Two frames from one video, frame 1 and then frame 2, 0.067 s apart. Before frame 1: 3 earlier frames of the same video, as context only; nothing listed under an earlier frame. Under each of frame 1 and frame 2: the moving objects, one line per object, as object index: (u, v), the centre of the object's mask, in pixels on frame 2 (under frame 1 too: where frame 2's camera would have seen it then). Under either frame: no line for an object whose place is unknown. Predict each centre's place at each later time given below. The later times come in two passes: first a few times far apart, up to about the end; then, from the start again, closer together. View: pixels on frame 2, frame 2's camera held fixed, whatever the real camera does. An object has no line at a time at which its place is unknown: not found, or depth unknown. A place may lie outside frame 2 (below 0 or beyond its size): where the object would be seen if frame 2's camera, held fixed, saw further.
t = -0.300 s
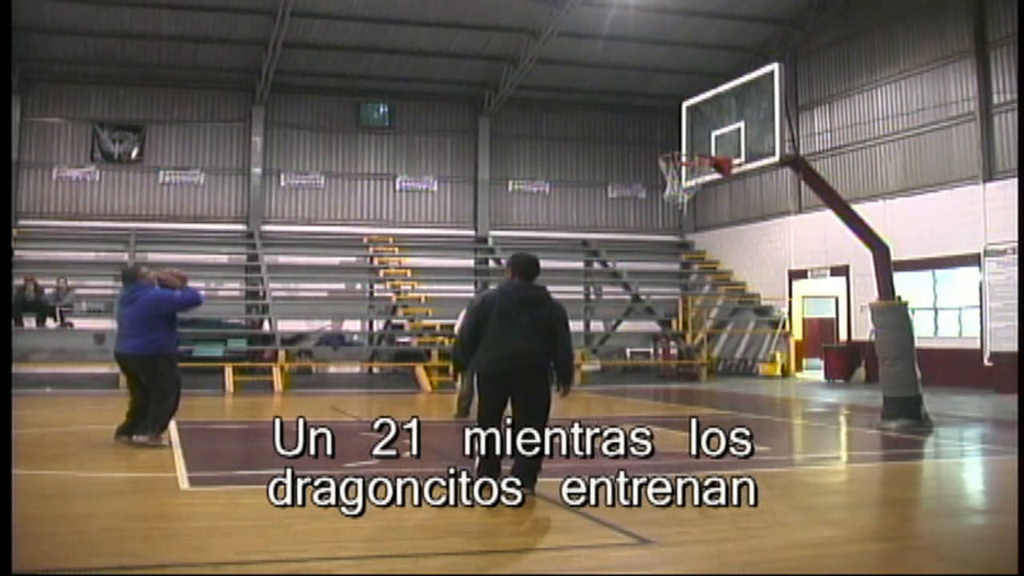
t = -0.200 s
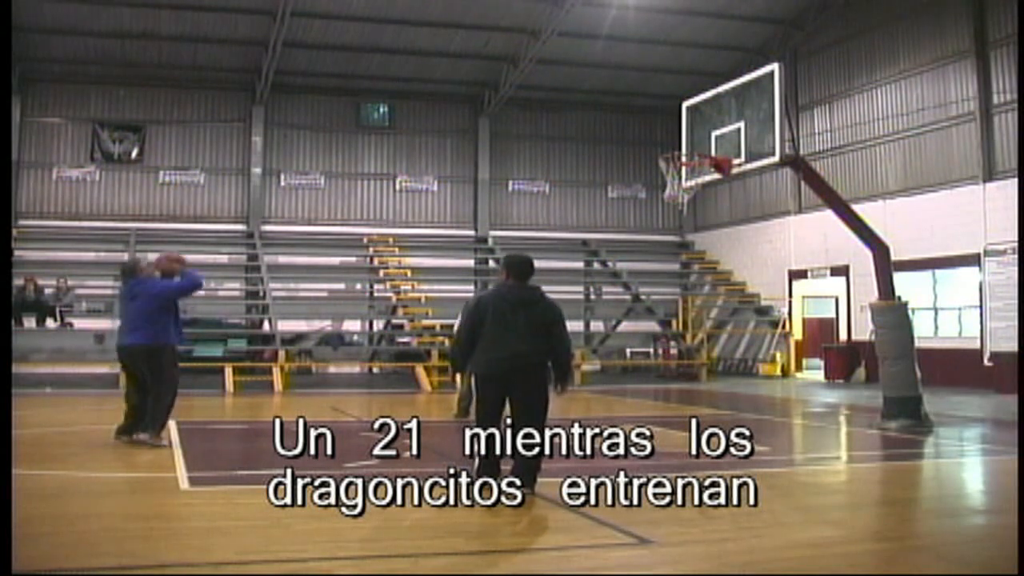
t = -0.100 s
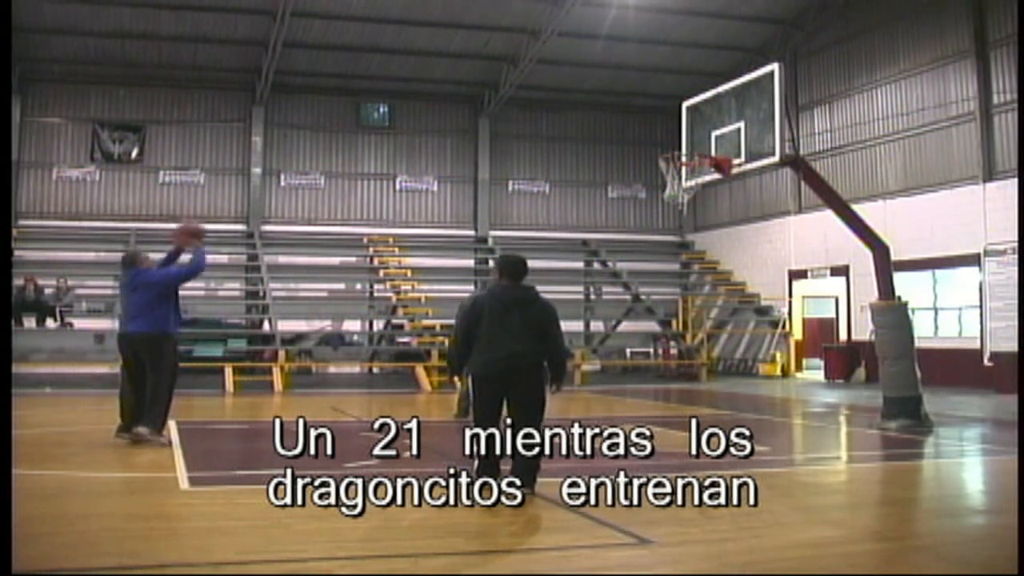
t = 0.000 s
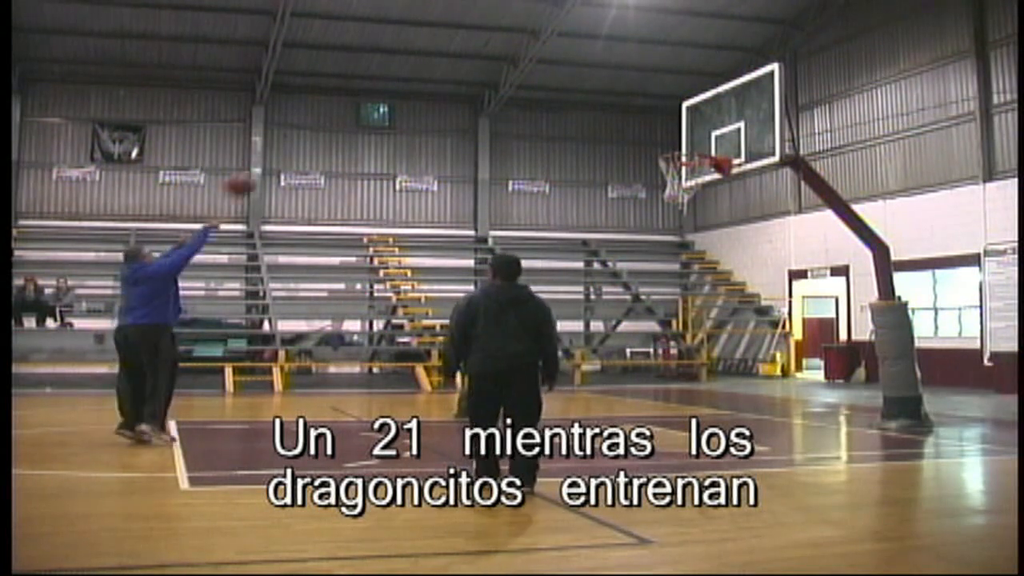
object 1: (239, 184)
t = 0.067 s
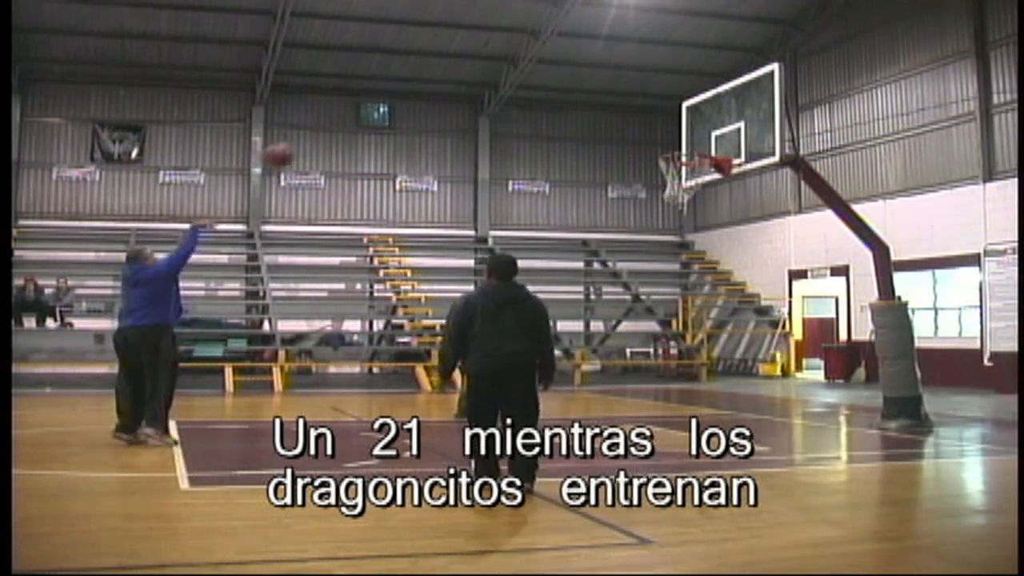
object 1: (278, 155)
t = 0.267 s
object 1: (387, 97)
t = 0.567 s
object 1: (536, 81)
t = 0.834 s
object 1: (659, 133)
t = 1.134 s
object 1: (787, 263)
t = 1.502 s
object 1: (893, 373)
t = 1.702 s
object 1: (895, 330)
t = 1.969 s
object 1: (901, 323)
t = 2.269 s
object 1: (906, 391)
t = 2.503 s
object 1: (926, 388)
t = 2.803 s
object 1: (957, 362)
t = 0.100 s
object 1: (297, 142)
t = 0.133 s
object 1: (315, 131)
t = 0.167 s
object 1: (332, 121)
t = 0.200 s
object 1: (348, 113)
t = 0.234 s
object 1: (369, 104)
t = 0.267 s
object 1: (387, 97)
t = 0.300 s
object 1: (404, 91)
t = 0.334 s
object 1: (421, 86)
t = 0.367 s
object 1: (438, 83)
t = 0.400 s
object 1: (455, 80)
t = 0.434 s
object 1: (473, 79)
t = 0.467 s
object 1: (489, 79)
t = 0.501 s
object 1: (505, 79)
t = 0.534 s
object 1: (520, 80)
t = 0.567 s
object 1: (536, 81)
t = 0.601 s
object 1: (552, 85)
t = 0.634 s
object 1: (567, 90)
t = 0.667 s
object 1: (584, 94)
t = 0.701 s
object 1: (600, 102)
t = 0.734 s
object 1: (616, 108)
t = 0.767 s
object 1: (629, 116)
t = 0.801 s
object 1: (645, 125)
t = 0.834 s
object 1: (659, 133)
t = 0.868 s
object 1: (676, 146)
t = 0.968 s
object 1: (718, 185)
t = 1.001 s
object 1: (733, 197)
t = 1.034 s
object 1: (747, 212)
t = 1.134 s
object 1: (787, 263)
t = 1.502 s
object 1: (893, 373)
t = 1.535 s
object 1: (892, 363)
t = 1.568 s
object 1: (893, 355)
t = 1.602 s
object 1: (893, 348)
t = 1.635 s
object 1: (894, 340)
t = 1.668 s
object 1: (895, 335)
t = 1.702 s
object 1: (895, 330)
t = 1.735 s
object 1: (896, 326)
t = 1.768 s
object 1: (896, 323)
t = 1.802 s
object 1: (897, 320)
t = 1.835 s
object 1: (898, 320)
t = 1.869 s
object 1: (899, 319)
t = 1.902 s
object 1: (900, 320)
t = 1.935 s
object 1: (900, 321)
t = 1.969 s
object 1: (901, 323)
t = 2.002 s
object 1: (902, 326)
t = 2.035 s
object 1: (903, 331)
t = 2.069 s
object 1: (904, 337)
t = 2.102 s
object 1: (905, 344)
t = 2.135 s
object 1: (904, 351)
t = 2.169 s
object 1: (905, 360)
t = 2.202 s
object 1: (907, 369)
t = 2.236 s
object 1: (907, 380)
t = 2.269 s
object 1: (906, 391)
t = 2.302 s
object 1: (907, 403)
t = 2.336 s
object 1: (909, 420)
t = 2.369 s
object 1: (910, 426)
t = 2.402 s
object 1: (915, 415)
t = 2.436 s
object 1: (919, 406)
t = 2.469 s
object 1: (923, 396)
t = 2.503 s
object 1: (926, 388)
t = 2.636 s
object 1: (938, 368)
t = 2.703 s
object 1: (945, 362)
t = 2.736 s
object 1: (948, 362)
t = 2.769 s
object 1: (951, 361)
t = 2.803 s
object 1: (957, 362)
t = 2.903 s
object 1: (965, 369)
